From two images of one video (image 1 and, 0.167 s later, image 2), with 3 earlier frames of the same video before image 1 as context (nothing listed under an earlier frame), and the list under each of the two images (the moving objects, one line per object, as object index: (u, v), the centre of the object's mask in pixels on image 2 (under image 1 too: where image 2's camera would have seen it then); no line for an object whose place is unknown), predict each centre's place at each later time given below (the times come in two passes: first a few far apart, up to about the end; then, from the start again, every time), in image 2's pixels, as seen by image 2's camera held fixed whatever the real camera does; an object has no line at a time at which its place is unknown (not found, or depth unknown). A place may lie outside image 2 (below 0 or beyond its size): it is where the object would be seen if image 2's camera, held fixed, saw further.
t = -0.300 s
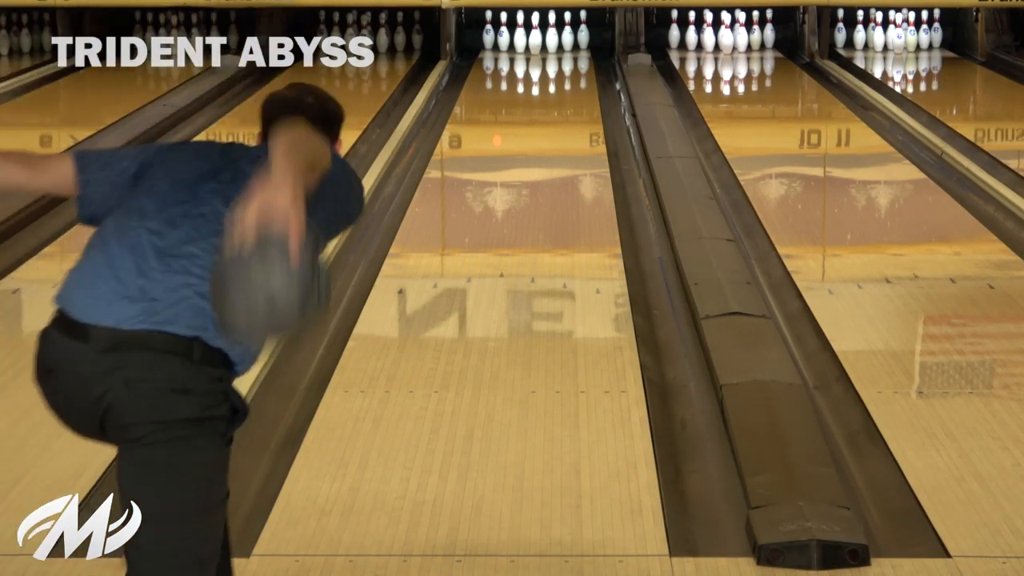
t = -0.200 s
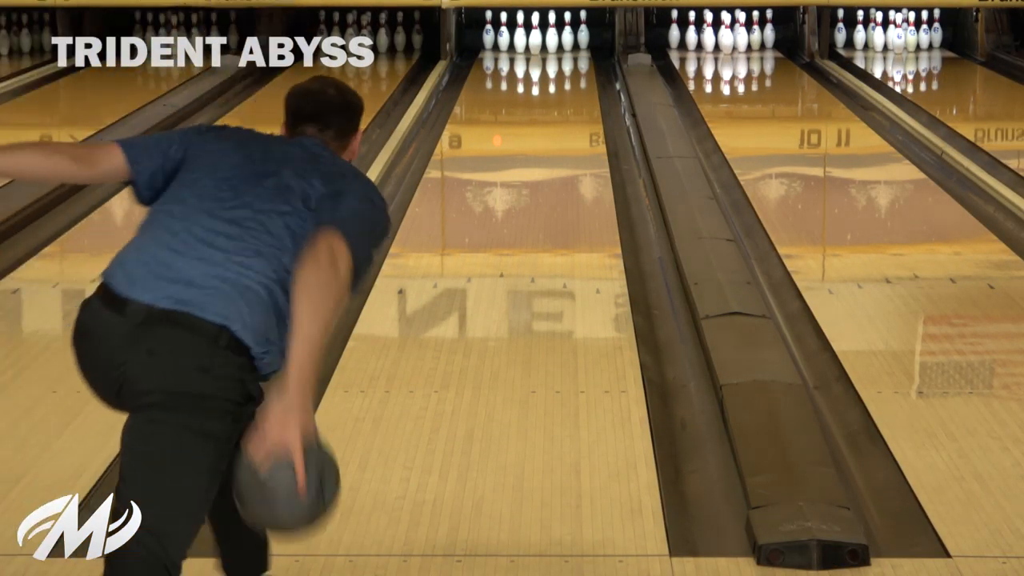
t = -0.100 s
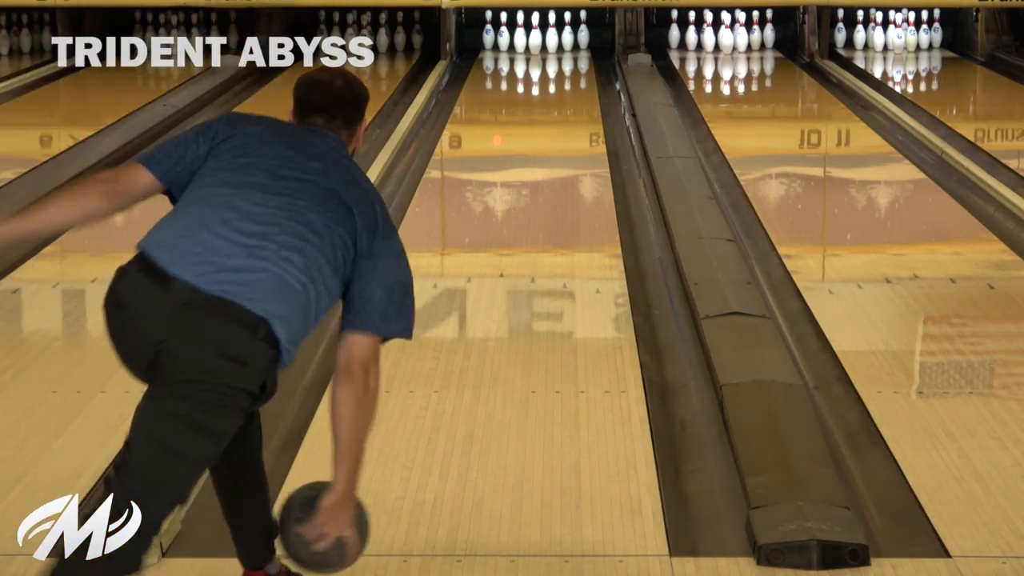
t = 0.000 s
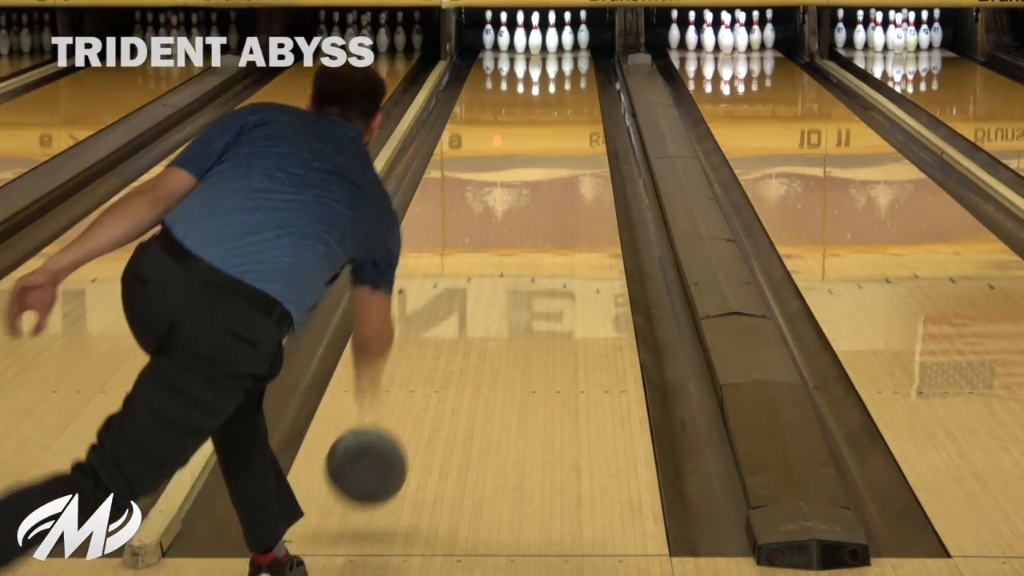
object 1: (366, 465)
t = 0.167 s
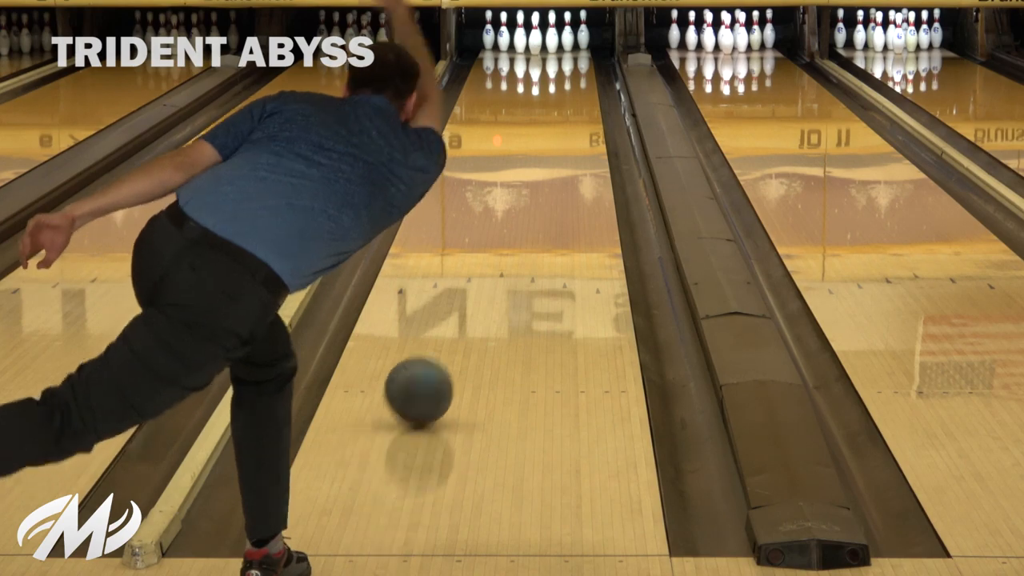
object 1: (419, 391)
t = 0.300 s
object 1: (449, 334)
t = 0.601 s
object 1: (497, 241)
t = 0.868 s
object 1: (523, 183)
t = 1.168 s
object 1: (543, 138)
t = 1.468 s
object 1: (556, 104)
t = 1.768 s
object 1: (563, 78)
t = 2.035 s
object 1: (560, 60)
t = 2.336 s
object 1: (545, 45)
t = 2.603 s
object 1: (542, 38)
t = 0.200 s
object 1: (427, 375)
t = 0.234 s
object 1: (435, 361)
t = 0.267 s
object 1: (442, 347)
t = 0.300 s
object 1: (449, 334)
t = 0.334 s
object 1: (456, 322)
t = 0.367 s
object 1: (466, 309)
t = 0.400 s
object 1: (468, 298)
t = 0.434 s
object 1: (473, 287)
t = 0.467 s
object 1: (479, 277)
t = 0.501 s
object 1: (484, 267)
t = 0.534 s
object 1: (488, 258)
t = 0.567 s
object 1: (492, 249)
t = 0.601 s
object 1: (497, 241)
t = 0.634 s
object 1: (500, 233)
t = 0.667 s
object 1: (504, 225)
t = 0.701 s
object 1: (508, 217)
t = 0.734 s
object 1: (511, 210)
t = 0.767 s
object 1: (515, 203)
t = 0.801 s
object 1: (518, 196)
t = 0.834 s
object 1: (520, 190)
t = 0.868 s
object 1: (523, 183)
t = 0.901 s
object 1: (526, 178)
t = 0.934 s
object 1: (529, 172)
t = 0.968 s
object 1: (531, 166)
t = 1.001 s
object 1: (533, 161)
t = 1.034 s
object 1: (535, 156)
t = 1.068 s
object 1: (537, 151)
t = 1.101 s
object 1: (540, 147)
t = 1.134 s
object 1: (541, 142)
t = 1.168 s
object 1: (543, 138)
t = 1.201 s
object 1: (545, 134)
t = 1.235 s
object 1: (547, 130)
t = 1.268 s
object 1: (548, 126)
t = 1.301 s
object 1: (550, 122)
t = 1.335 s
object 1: (551, 118)
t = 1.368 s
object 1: (552, 115)
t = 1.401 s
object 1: (554, 112)
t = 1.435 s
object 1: (555, 108)
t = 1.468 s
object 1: (556, 104)
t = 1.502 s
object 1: (557, 101)
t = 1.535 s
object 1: (558, 98)
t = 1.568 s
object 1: (559, 95)
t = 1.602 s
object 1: (560, 92)
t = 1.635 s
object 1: (561, 89)
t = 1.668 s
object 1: (561, 86)
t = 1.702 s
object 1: (562, 83)
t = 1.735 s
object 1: (562, 81)
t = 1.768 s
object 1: (563, 78)
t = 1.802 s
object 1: (563, 75)
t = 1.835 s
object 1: (563, 73)
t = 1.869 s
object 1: (563, 70)
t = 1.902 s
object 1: (562, 68)
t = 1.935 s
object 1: (562, 66)
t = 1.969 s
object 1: (561, 64)
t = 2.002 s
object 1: (560, 62)
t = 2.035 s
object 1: (560, 60)
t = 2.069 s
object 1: (559, 58)
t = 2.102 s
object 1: (558, 56)
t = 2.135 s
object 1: (556, 54)
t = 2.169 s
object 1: (553, 53)
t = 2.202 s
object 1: (552, 51)
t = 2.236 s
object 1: (551, 50)
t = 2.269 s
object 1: (548, 47)
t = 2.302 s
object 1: (546, 46)
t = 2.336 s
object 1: (545, 45)
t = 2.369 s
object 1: (545, 44)
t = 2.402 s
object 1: (545, 43)
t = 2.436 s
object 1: (543, 42)
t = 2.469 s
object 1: (543, 41)
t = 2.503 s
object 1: (543, 40)
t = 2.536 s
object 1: (542, 40)
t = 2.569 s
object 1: (542, 39)
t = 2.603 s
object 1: (542, 38)
